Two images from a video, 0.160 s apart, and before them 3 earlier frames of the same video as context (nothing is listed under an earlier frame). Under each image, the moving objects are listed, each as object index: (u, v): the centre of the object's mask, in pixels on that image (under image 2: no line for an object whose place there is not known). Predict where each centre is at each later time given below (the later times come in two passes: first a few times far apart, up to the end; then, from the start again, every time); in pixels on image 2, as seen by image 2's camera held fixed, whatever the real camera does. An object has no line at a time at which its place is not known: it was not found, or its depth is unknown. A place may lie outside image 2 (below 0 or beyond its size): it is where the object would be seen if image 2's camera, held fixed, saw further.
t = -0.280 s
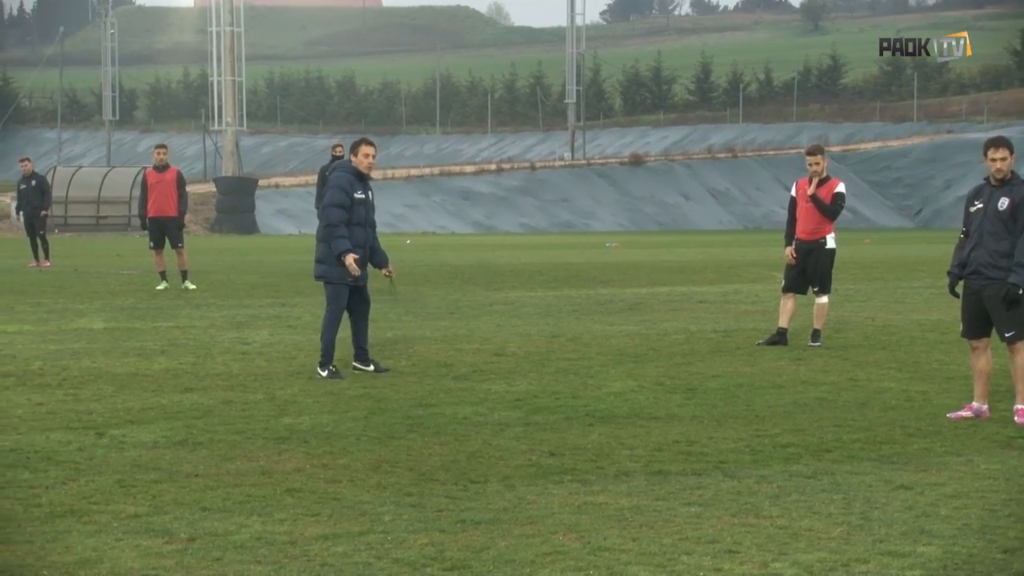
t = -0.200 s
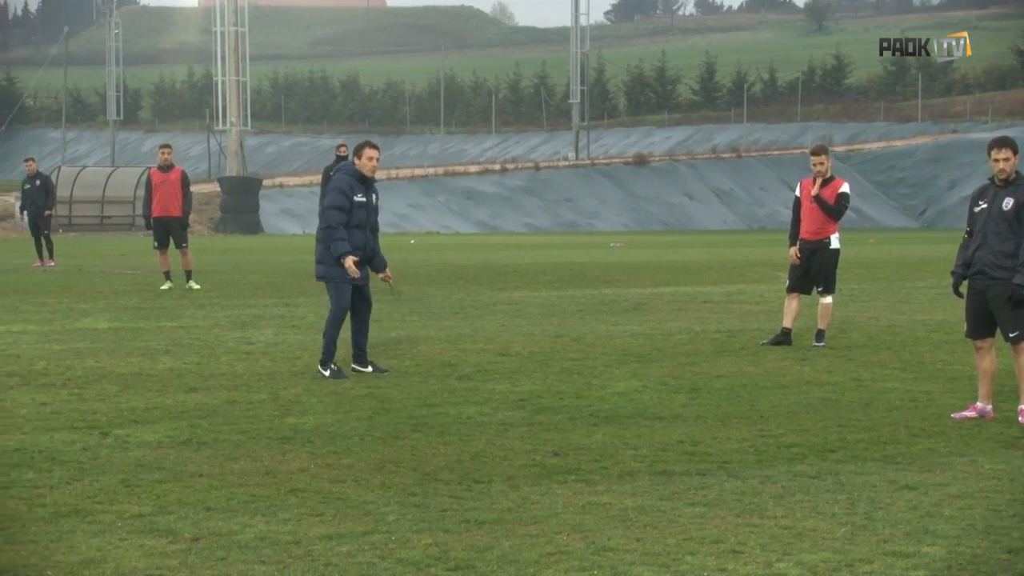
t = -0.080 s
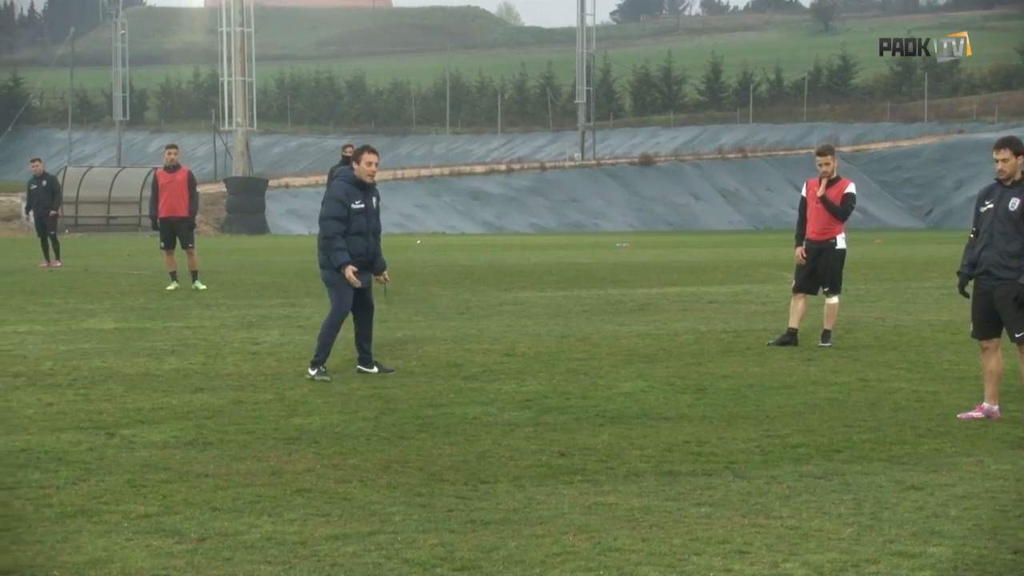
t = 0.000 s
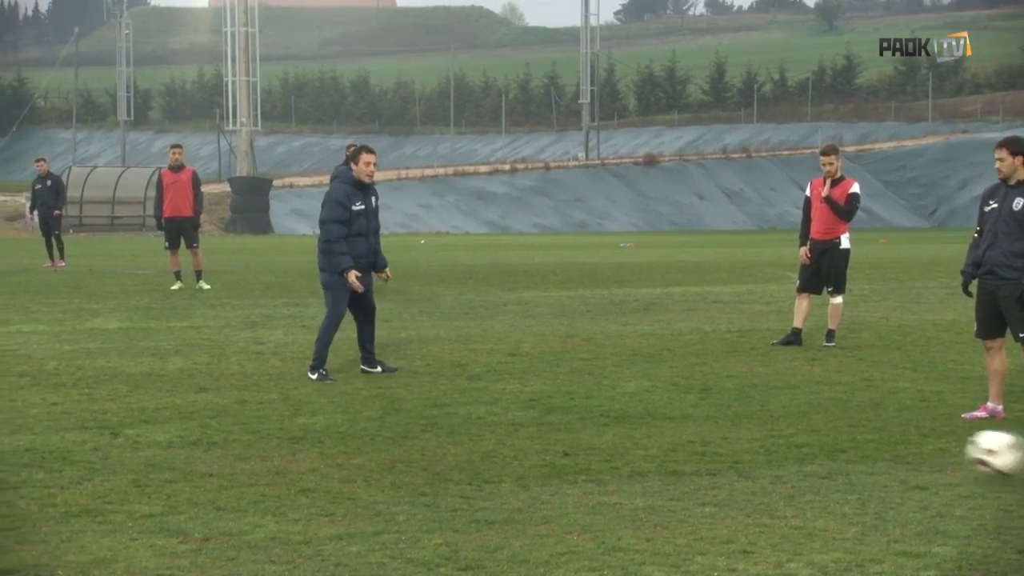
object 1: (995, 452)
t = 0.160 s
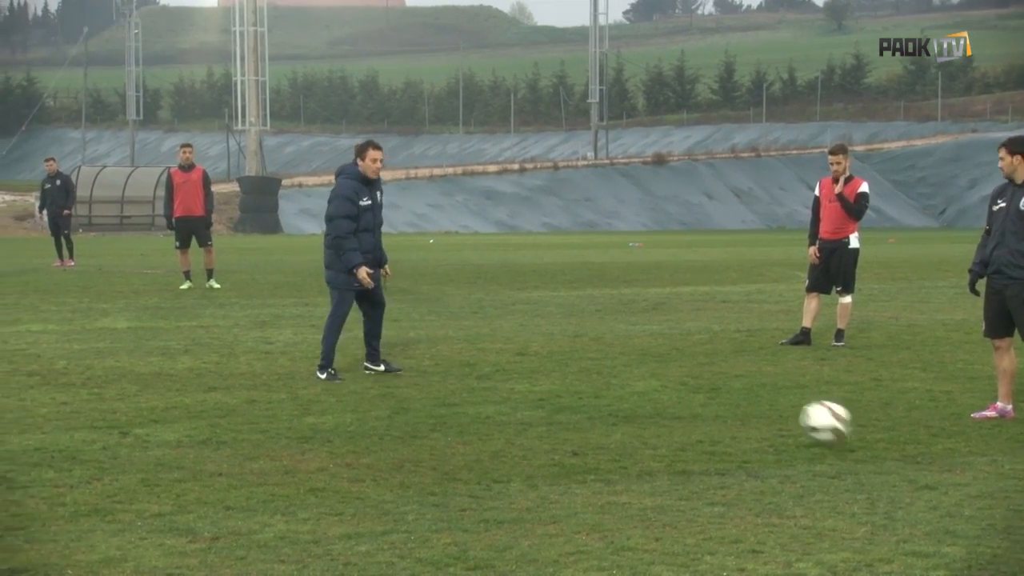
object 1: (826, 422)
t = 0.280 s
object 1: (722, 407)
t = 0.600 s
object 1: (525, 370)
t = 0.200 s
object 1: (789, 413)
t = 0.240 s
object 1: (754, 409)
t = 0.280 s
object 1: (722, 407)
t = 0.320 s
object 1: (691, 404)
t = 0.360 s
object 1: (663, 394)
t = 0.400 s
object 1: (638, 387)
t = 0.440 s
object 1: (614, 383)
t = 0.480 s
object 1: (590, 382)
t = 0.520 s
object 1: (567, 383)
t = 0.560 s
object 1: (545, 376)
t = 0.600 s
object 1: (525, 370)
